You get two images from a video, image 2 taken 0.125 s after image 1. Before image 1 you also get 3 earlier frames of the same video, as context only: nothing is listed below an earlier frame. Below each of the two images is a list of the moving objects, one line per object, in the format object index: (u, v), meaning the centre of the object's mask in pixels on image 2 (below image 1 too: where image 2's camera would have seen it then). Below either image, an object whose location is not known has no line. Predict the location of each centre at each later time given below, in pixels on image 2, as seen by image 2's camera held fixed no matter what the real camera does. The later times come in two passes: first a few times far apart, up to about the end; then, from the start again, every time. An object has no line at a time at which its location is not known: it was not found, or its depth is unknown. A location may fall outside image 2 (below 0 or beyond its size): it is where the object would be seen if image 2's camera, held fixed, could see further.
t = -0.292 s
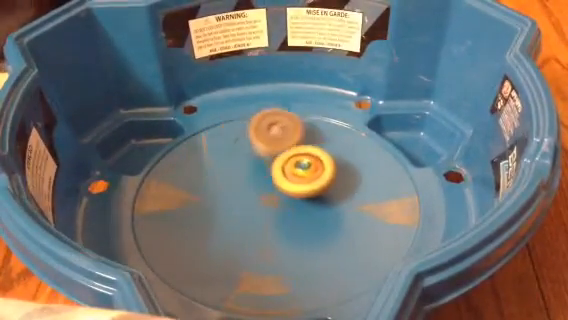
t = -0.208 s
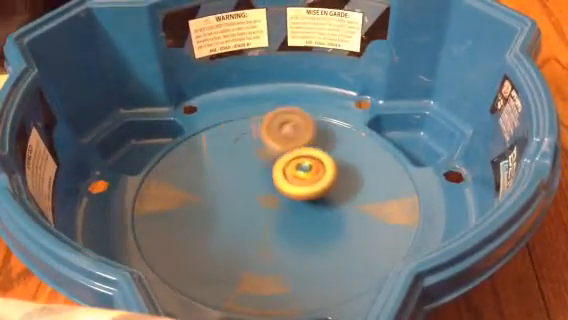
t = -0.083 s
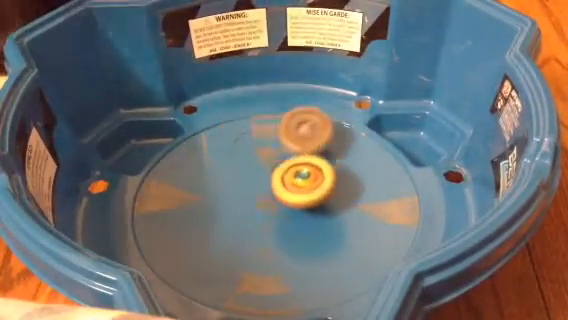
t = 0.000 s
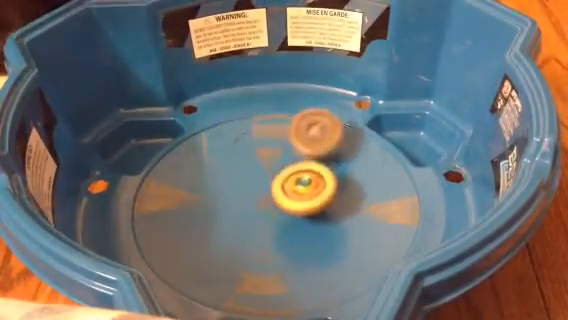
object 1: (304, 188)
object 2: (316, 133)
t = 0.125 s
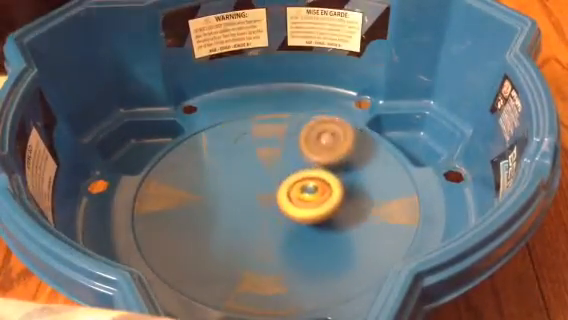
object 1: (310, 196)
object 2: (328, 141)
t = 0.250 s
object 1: (314, 200)
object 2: (335, 152)
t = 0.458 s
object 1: (292, 222)
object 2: (353, 164)
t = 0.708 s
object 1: (287, 233)
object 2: (345, 192)
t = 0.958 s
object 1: (250, 232)
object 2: (341, 205)
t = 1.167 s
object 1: (222, 225)
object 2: (307, 210)
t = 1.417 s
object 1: (194, 212)
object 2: (288, 205)
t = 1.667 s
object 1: (195, 194)
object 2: (267, 192)
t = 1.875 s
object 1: (172, 175)
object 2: (297, 175)
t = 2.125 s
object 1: (180, 166)
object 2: (301, 156)
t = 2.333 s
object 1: (223, 162)
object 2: (292, 152)
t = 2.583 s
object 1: (225, 155)
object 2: (358, 155)
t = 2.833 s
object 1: (252, 162)
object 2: (362, 165)
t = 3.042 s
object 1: (279, 163)
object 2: (334, 191)
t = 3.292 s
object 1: (289, 162)
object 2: (301, 227)
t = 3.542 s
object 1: (294, 173)
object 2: (256, 237)
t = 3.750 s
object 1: (294, 184)
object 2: (226, 225)
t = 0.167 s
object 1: (312, 197)
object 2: (331, 144)
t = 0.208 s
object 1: (314, 199)
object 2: (332, 148)
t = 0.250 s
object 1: (314, 200)
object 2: (335, 152)
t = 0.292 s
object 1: (312, 203)
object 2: (339, 155)
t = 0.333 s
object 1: (305, 209)
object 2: (346, 155)
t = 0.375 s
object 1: (299, 214)
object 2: (349, 157)
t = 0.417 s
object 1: (295, 219)
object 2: (352, 160)
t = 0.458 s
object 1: (292, 222)
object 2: (353, 164)
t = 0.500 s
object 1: (290, 225)
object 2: (353, 168)
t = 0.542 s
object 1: (289, 228)
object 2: (352, 172)
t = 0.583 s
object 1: (288, 230)
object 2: (351, 177)
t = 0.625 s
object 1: (288, 232)
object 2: (350, 182)
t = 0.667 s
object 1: (287, 232)
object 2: (348, 187)
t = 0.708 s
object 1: (287, 233)
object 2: (345, 192)
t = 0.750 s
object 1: (287, 233)
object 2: (343, 197)
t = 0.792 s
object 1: (284, 233)
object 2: (342, 200)
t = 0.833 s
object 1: (279, 233)
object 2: (340, 203)
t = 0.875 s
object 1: (268, 233)
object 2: (343, 204)
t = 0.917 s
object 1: (258, 233)
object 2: (344, 204)
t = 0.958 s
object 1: (250, 232)
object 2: (341, 205)
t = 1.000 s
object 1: (243, 231)
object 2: (337, 206)
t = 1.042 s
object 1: (236, 230)
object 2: (330, 207)
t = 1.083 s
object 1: (231, 229)
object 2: (323, 209)
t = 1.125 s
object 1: (227, 227)
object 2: (315, 210)
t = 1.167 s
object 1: (222, 225)
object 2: (307, 210)
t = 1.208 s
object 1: (220, 224)
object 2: (300, 211)
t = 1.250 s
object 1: (217, 222)
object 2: (291, 211)
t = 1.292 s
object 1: (212, 220)
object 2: (289, 211)
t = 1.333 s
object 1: (204, 217)
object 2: (291, 209)
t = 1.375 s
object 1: (198, 215)
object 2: (290, 207)
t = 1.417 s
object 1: (194, 212)
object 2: (288, 205)
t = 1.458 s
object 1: (192, 208)
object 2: (284, 203)
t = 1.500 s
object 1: (191, 205)
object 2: (281, 201)
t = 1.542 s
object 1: (191, 202)
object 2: (277, 199)
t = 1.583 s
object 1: (191, 199)
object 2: (273, 196)
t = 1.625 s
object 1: (193, 197)
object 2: (269, 194)
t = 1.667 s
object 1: (195, 194)
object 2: (267, 192)
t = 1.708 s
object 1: (189, 190)
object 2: (275, 188)
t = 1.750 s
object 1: (182, 185)
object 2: (286, 186)
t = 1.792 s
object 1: (178, 181)
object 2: (291, 183)
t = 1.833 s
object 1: (175, 178)
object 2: (295, 179)
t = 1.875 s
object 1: (172, 175)
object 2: (297, 175)
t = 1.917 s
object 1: (170, 173)
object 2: (299, 172)
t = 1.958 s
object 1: (170, 171)
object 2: (300, 168)
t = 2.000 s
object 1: (170, 170)
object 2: (301, 165)
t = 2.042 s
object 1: (172, 168)
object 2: (301, 161)
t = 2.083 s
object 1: (175, 167)
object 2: (302, 158)
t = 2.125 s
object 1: (180, 166)
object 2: (301, 156)
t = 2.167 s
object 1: (186, 165)
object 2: (300, 153)
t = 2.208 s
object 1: (194, 164)
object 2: (298, 152)
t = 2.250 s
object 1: (203, 164)
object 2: (297, 151)
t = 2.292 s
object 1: (213, 163)
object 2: (294, 151)
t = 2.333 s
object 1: (223, 162)
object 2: (292, 152)
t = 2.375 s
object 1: (230, 161)
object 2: (294, 152)
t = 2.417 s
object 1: (235, 159)
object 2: (300, 154)
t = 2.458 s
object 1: (231, 157)
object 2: (318, 154)
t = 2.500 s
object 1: (225, 156)
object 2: (337, 154)
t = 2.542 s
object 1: (224, 155)
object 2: (350, 155)
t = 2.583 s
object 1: (225, 155)
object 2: (358, 155)
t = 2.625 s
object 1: (228, 156)
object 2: (363, 155)
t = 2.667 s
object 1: (232, 158)
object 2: (366, 156)
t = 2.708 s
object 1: (236, 159)
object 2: (367, 157)
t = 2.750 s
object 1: (241, 160)
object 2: (367, 159)
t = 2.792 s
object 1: (247, 161)
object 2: (366, 163)
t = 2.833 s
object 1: (252, 162)
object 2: (362, 165)
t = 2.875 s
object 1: (258, 162)
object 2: (357, 170)
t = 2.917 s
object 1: (264, 163)
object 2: (351, 175)
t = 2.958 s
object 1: (270, 164)
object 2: (344, 179)
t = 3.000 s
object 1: (276, 164)
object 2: (337, 184)
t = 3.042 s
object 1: (279, 163)
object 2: (334, 191)
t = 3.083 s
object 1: (282, 162)
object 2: (331, 198)
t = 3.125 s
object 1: (283, 162)
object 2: (326, 204)
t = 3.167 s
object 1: (285, 161)
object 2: (320, 210)
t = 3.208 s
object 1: (287, 161)
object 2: (314, 216)
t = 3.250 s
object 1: (288, 161)
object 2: (307, 222)
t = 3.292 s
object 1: (289, 162)
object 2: (301, 227)
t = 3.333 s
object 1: (289, 164)
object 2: (293, 230)
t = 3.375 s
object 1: (290, 165)
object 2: (287, 234)
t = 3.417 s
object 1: (291, 167)
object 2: (279, 236)
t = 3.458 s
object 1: (292, 169)
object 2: (271, 237)
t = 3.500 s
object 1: (293, 170)
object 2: (264, 237)
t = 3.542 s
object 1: (294, 173)
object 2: (256, 237)
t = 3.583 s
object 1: (294, 175)
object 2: (249, 236)
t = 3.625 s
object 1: (294, 177)
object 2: (242, 234)
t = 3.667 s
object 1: (295, 179)
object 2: (237, 232)
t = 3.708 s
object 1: (295, 181)
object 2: (231, 229)
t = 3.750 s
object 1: (294, 184)
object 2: (226, 225)
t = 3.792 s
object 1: (294, 186)
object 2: (221, 220)
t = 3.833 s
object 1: (294, 188)
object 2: (216, 215)
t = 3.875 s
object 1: (294, 190)
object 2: (214, 210)
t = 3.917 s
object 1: (293, 192)
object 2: (212, 204)
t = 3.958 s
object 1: (293, 194)
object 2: (210, 198)
